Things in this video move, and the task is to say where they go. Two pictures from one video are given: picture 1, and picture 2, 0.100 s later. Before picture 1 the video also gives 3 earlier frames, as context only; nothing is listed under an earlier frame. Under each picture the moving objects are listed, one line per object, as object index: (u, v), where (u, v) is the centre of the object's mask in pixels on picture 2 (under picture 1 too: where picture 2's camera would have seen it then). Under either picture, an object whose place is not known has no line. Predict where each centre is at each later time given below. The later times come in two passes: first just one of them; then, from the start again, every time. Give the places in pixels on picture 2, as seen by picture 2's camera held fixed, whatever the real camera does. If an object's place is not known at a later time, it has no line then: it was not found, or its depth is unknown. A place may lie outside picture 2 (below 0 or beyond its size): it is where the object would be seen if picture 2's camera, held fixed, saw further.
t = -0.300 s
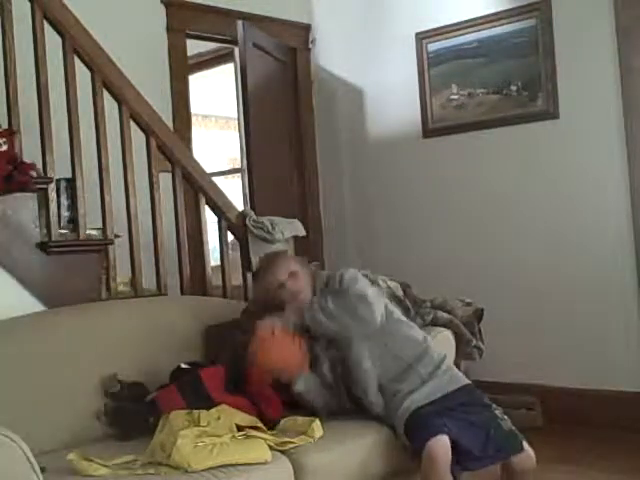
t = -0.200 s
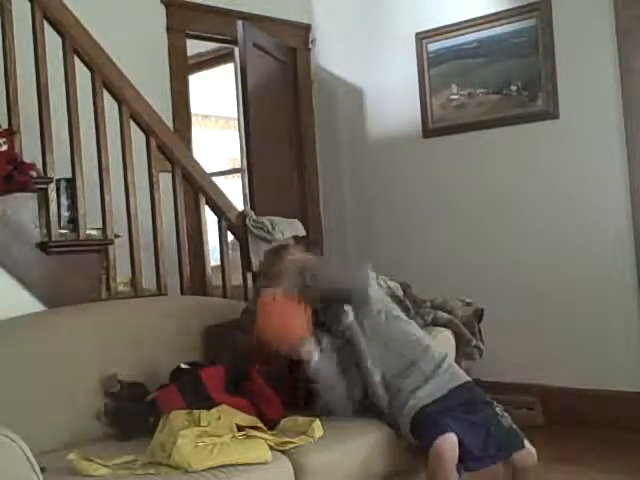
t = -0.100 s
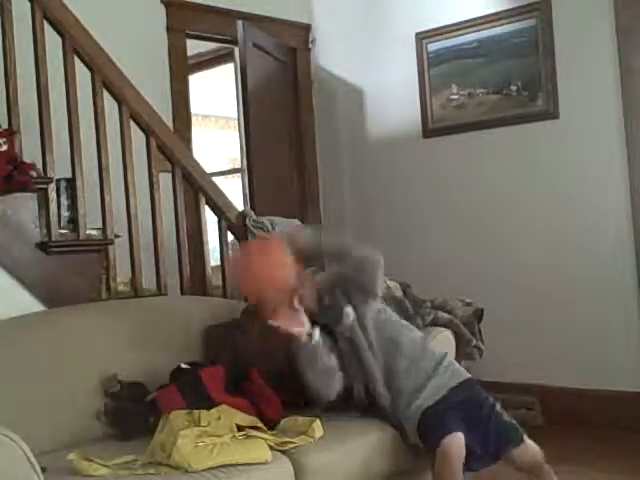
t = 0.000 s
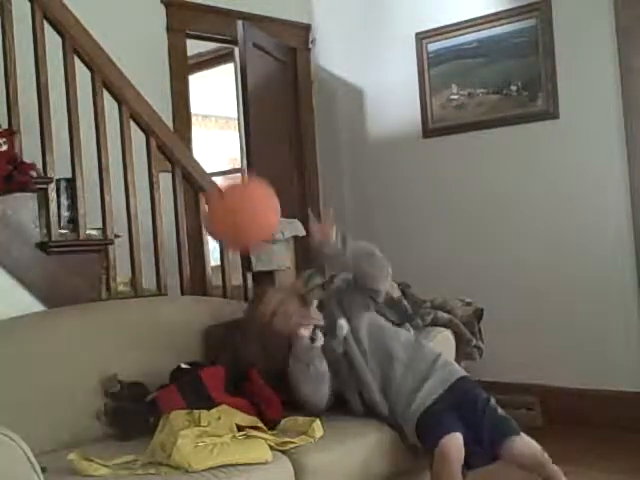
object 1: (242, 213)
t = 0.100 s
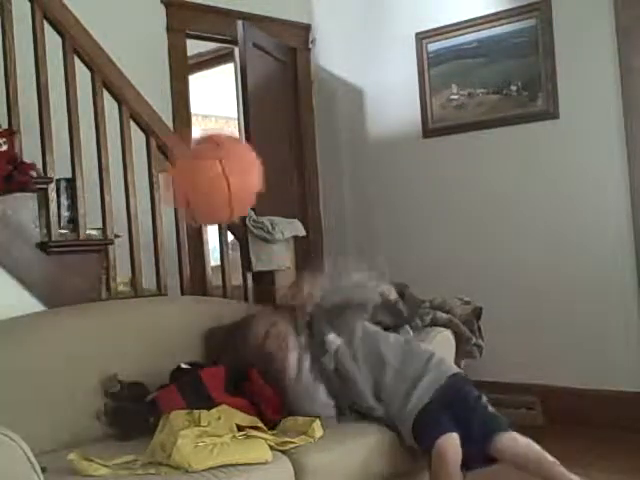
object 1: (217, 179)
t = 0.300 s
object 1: (115, 329)
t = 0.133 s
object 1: (205, 174)
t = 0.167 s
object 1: (192, 176)
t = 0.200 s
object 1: (176, 187)
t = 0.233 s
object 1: (159, 211)
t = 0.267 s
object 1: (136, 257)
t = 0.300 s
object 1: (115, 329)
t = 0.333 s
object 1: (89, 399)
